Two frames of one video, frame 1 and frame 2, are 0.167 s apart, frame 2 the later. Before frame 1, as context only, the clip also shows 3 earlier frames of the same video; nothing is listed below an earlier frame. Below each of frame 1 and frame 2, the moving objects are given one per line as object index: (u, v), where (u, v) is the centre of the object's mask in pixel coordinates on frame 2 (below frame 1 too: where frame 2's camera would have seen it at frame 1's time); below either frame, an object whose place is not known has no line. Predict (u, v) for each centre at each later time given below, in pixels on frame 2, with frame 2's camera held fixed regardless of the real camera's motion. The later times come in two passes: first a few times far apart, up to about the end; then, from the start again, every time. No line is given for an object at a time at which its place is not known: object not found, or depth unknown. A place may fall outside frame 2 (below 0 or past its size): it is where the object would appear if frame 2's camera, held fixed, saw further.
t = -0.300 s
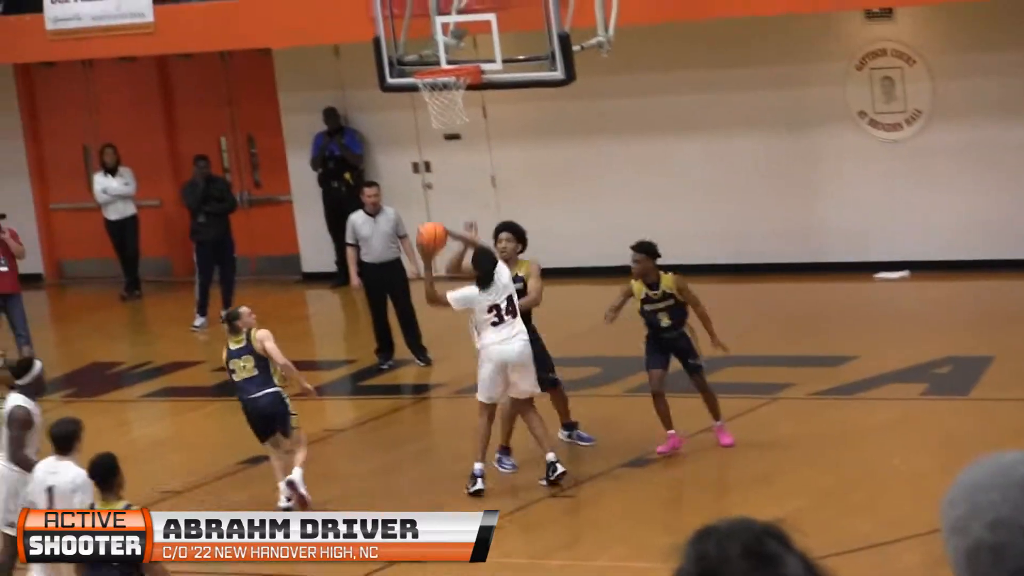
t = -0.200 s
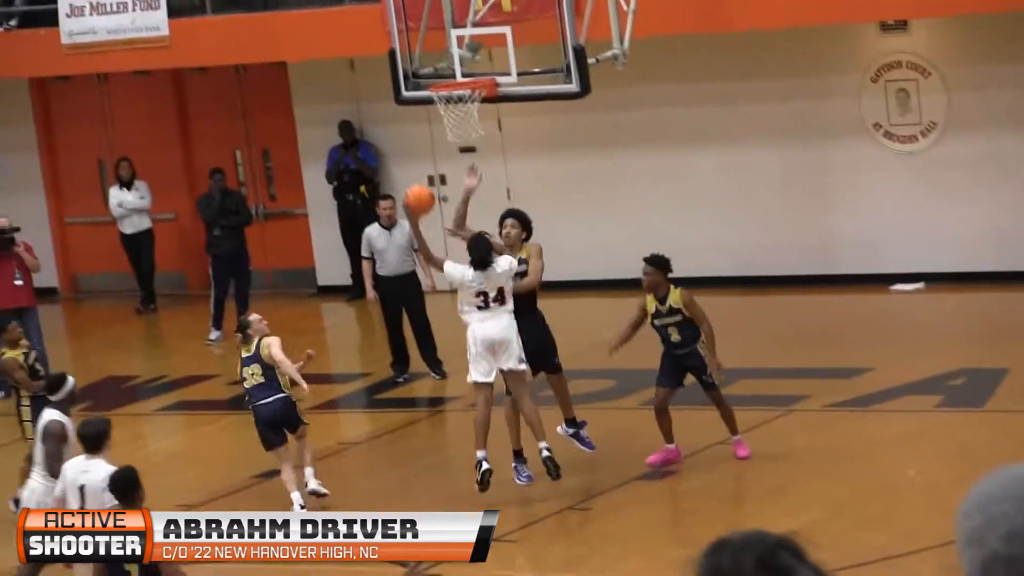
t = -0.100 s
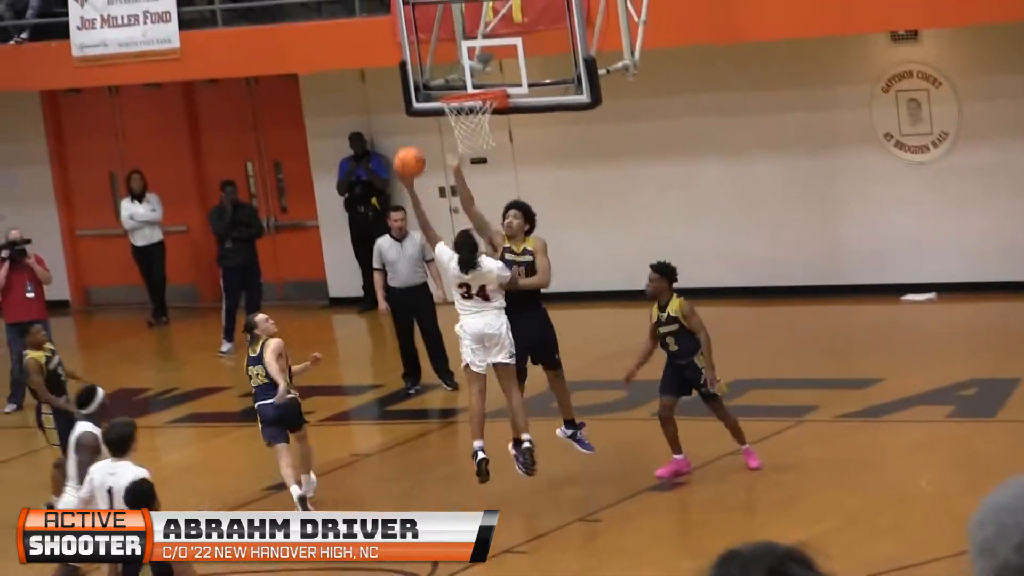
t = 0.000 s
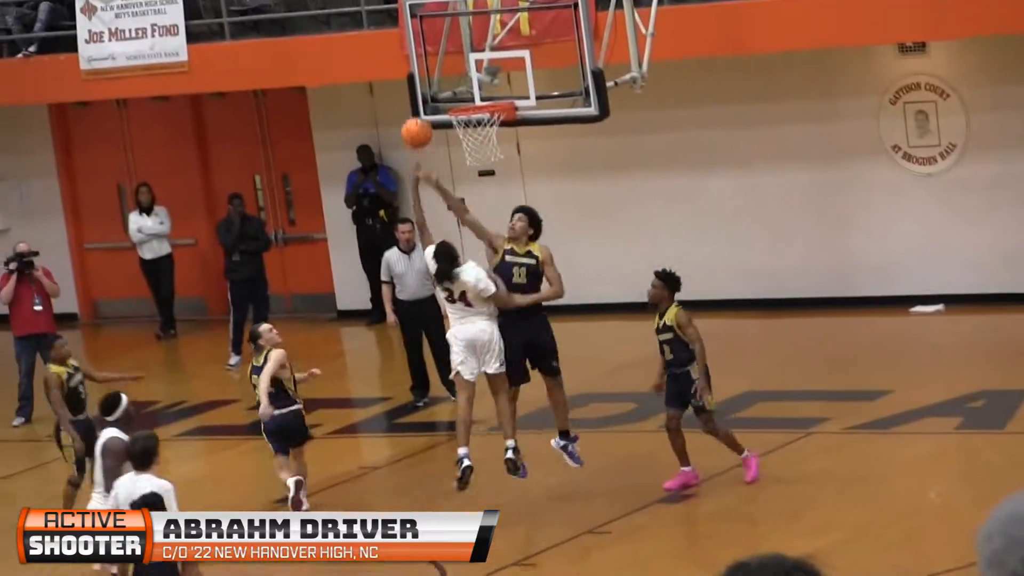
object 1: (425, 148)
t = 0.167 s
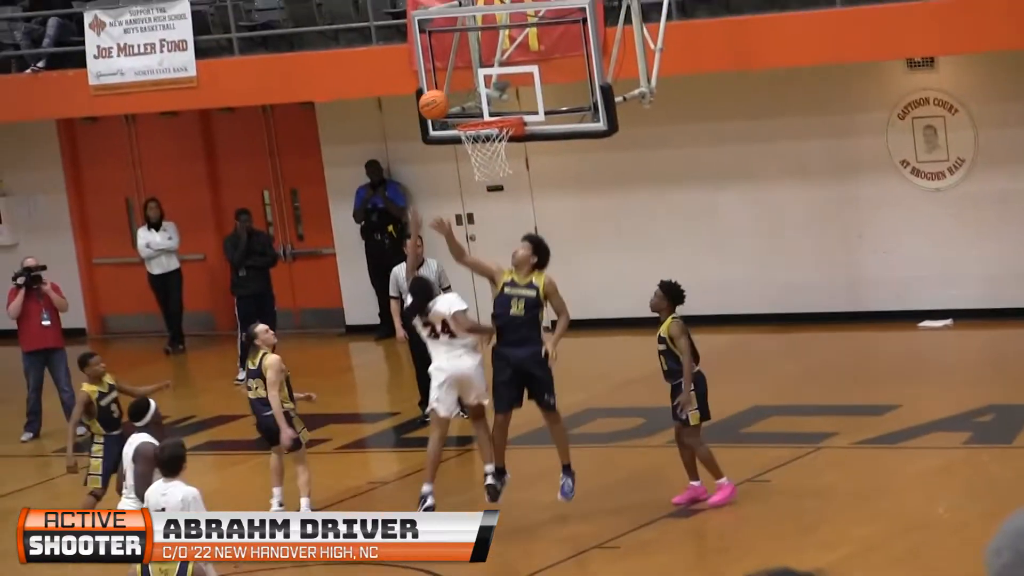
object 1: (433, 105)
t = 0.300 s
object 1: (443, 96)
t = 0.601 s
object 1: (466, 111)
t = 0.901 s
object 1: (466, 112)
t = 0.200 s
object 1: (435, 101)
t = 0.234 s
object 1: (439, 97)
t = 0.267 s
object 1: (441, 96)
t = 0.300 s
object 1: (443, 96)
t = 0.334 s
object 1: (447, 96)
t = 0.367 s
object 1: (450, 99)
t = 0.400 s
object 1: (454, 102)
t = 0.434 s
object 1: (456, 107)
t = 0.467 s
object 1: (461, 113)
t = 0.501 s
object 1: (462, 113)
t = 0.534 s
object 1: (463, 113)
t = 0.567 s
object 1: (465, 113)
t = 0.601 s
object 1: (466, 111)
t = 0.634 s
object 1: (469, 109)
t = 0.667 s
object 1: (472, 108)
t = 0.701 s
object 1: (474, 108)
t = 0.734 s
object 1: (476, 109)
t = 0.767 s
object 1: (478, 110)
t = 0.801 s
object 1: (475, 111)
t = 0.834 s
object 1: (472, 111)
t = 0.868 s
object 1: (469, 111)
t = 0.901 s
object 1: (466, 112)
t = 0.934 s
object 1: (464, 114)
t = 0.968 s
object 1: (461, 116)
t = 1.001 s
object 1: (457, 121)
